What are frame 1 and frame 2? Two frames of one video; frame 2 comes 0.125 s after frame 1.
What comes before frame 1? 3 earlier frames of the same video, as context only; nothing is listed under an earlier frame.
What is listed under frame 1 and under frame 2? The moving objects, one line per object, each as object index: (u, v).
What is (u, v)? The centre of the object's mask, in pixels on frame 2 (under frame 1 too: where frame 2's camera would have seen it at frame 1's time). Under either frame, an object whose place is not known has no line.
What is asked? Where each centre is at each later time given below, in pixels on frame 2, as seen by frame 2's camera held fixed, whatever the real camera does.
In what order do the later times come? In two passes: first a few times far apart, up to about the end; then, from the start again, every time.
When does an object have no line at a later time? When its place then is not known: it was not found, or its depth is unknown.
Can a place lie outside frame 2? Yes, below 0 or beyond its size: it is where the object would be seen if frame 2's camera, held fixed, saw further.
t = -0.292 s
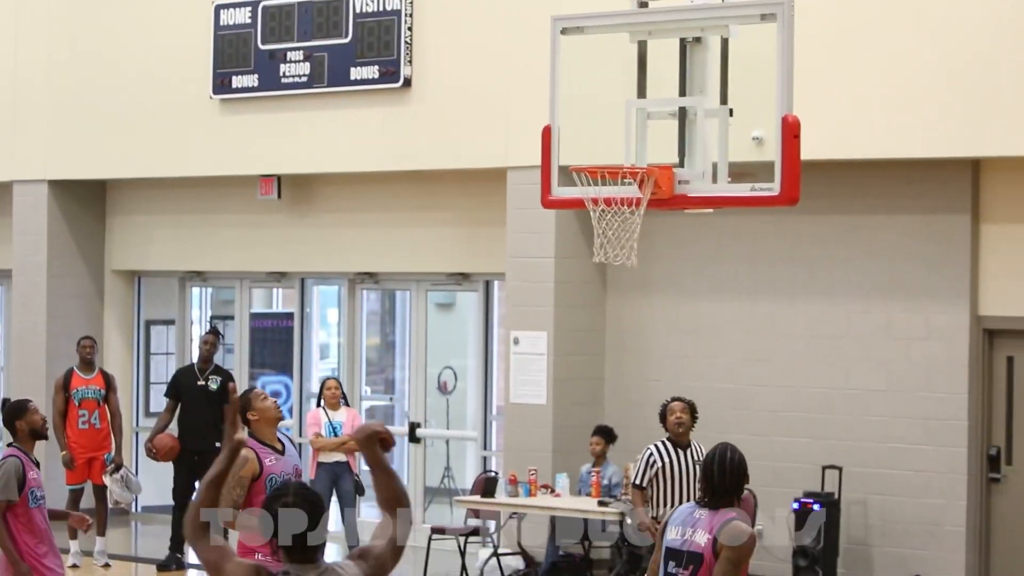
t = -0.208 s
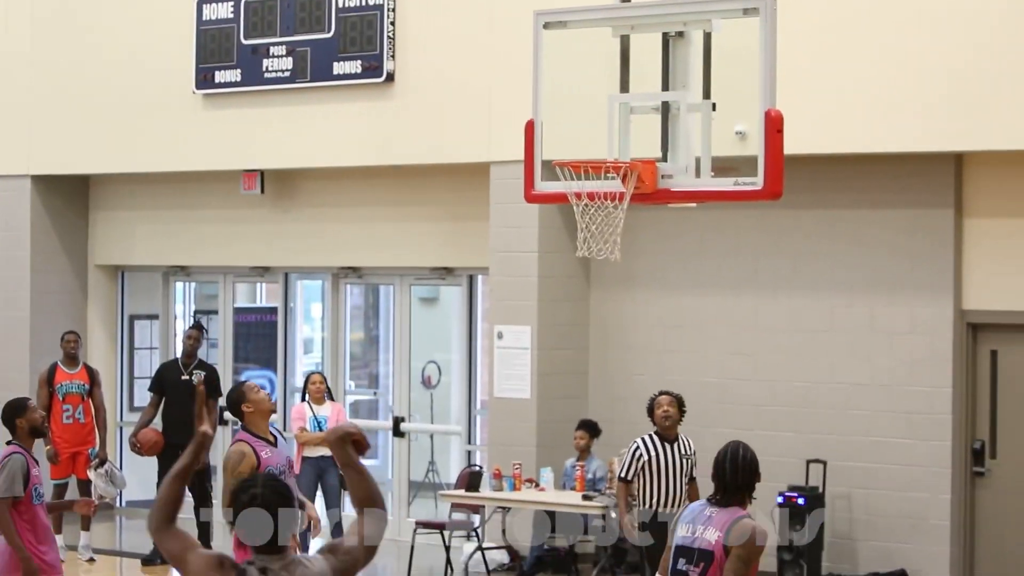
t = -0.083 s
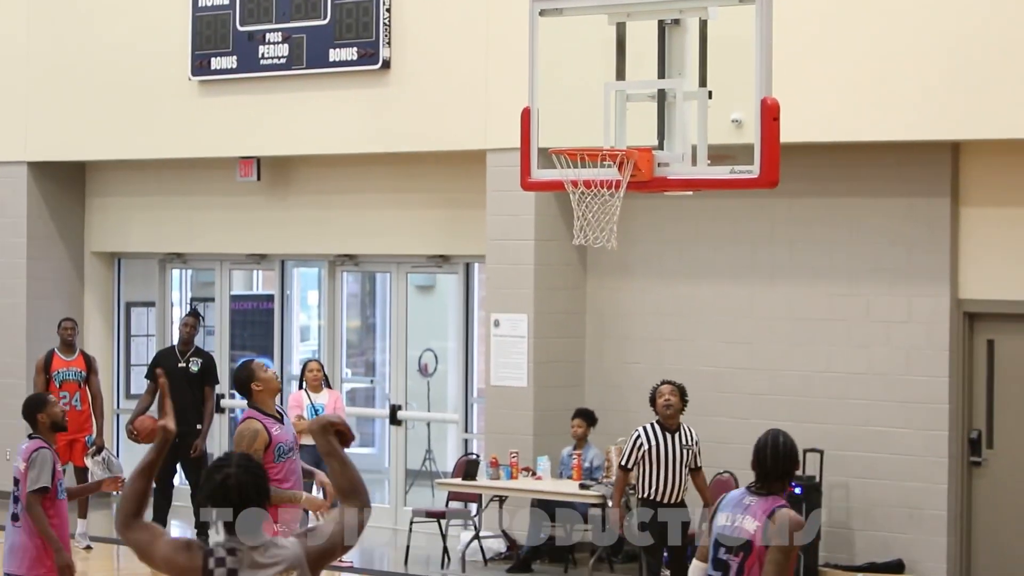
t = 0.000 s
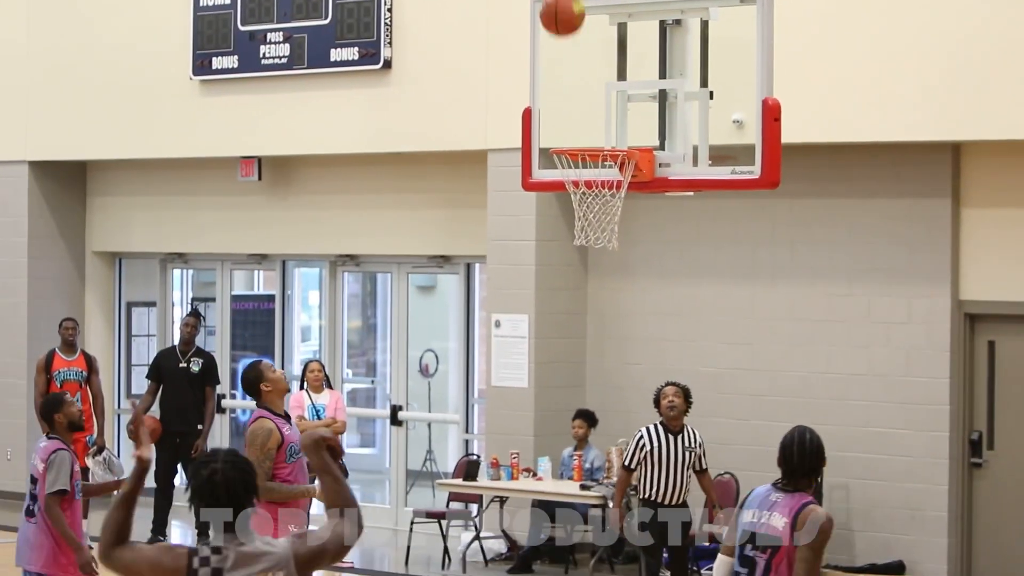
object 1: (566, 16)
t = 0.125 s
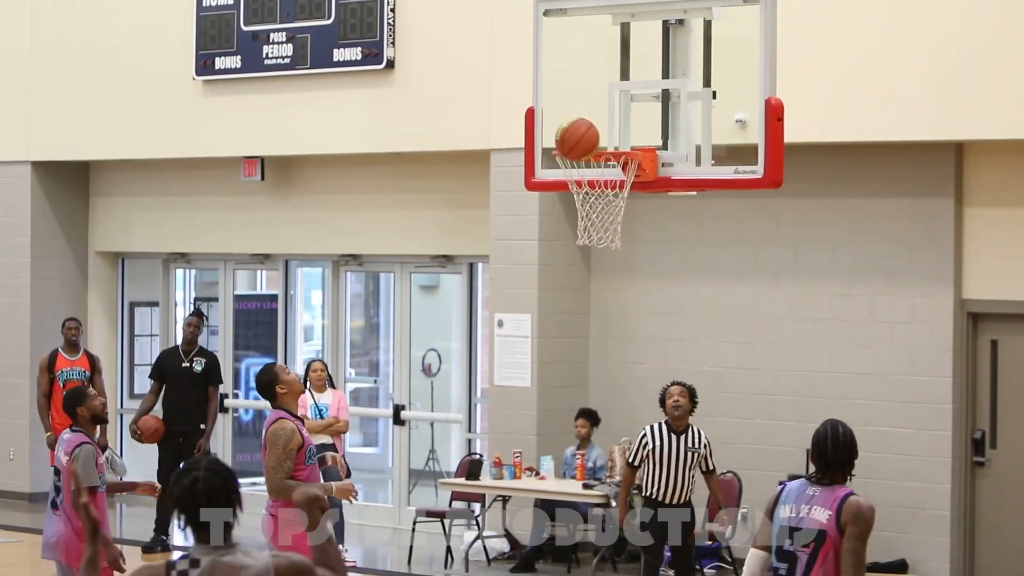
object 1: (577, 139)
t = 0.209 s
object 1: (551, 98)
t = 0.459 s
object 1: (467, 37)
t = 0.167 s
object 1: (565, 118)
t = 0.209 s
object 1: (551, 98)
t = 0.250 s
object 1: (538, 80)
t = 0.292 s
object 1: (524, 65)
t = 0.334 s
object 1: (511, 53)
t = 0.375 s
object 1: (497, 45)
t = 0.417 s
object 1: (482, 39)
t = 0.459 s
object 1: (467, 37)
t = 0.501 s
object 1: (452, 37)
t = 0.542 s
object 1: (436, 39)
